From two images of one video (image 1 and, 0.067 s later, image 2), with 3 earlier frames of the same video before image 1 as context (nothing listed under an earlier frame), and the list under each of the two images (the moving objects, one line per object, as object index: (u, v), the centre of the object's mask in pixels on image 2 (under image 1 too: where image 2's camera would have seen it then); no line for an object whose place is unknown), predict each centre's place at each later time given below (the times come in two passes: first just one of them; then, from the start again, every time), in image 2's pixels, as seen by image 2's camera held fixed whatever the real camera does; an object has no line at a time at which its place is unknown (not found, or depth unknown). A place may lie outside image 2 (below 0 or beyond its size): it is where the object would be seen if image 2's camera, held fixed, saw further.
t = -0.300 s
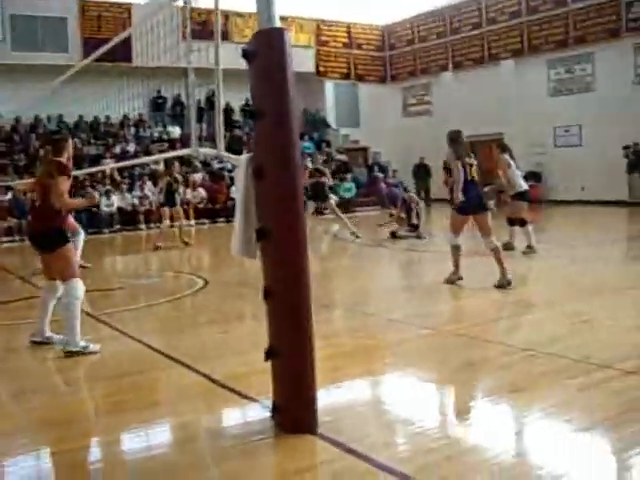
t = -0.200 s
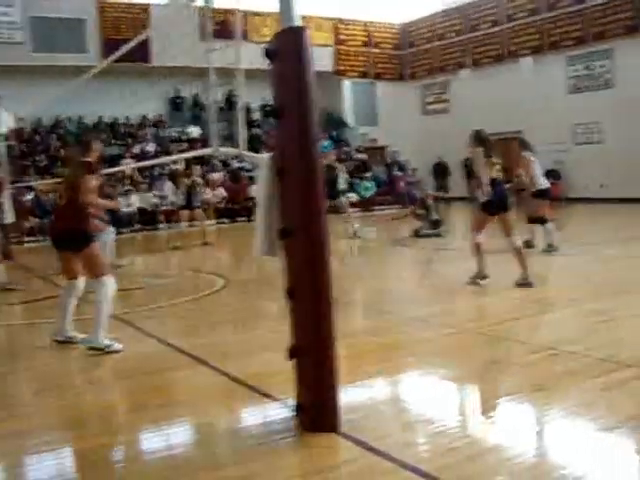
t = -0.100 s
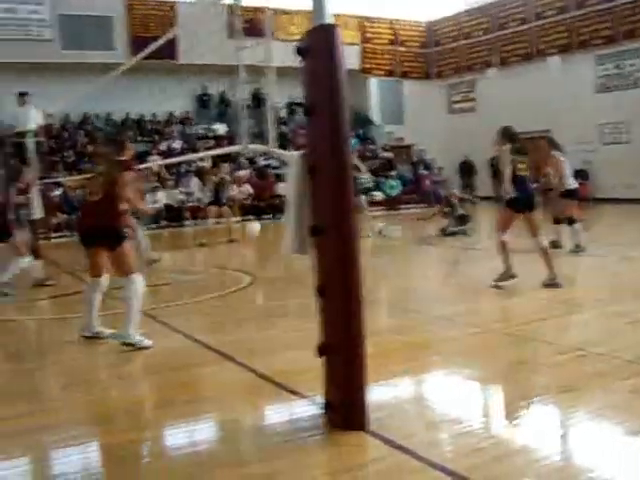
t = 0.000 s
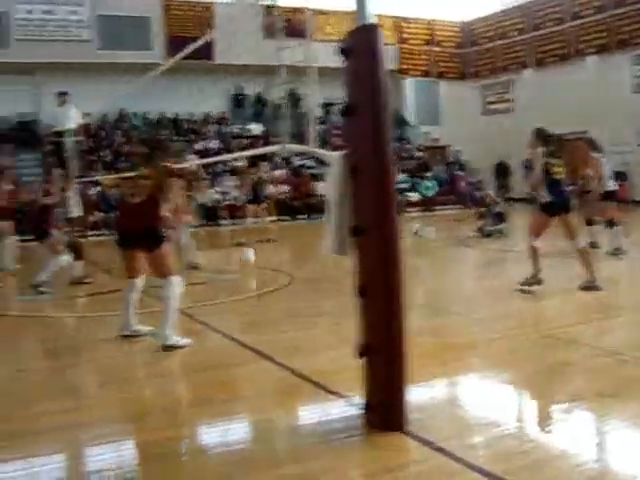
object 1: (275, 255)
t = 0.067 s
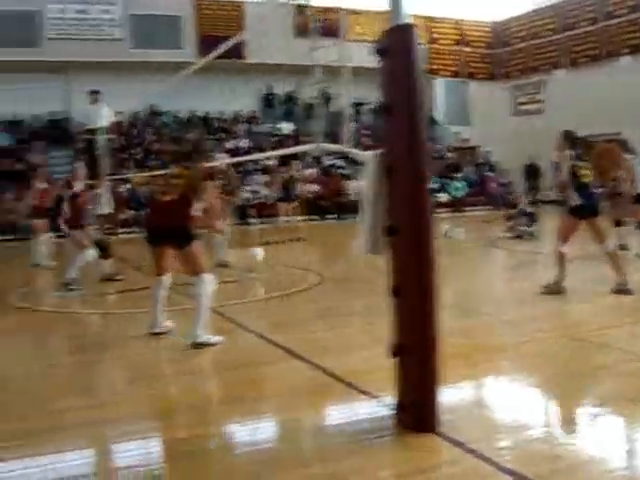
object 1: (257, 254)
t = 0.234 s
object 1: (247, 252)
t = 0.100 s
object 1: (248, 249)
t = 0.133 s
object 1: (247, 245)
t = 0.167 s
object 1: (246, 245)
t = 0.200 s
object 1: (247, 246)
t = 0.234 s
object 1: (247, 252)
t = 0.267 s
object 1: (244, 255)
